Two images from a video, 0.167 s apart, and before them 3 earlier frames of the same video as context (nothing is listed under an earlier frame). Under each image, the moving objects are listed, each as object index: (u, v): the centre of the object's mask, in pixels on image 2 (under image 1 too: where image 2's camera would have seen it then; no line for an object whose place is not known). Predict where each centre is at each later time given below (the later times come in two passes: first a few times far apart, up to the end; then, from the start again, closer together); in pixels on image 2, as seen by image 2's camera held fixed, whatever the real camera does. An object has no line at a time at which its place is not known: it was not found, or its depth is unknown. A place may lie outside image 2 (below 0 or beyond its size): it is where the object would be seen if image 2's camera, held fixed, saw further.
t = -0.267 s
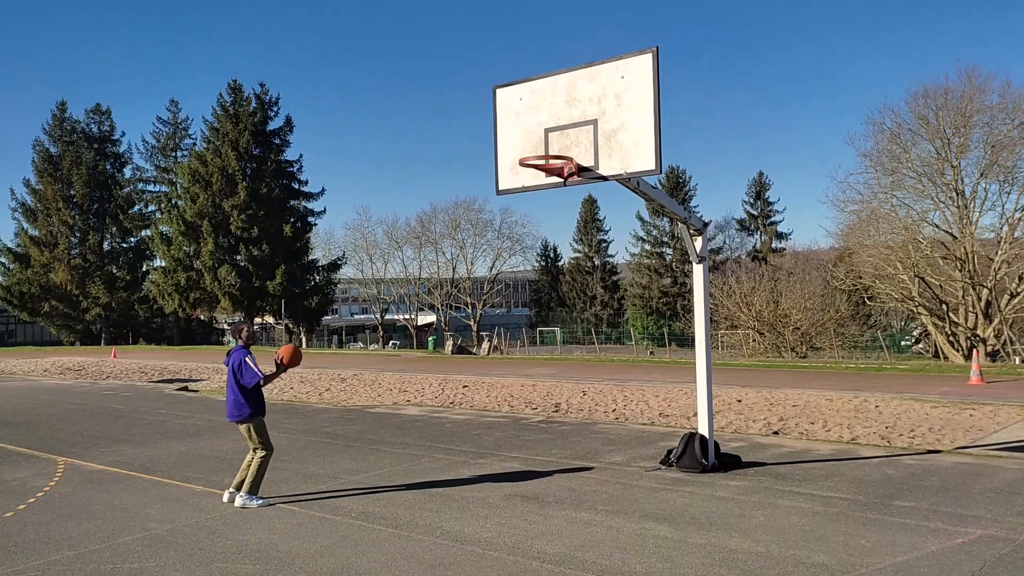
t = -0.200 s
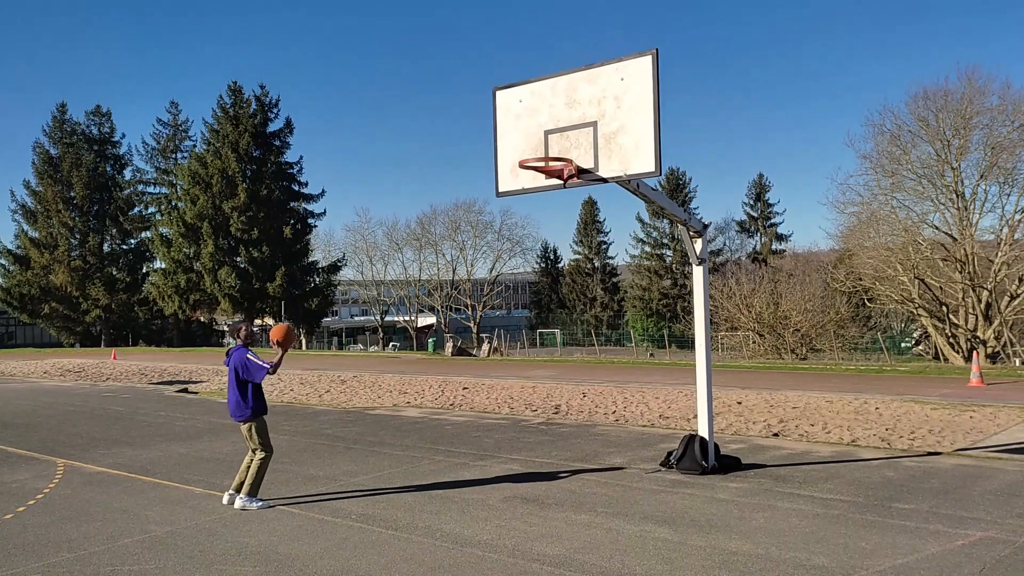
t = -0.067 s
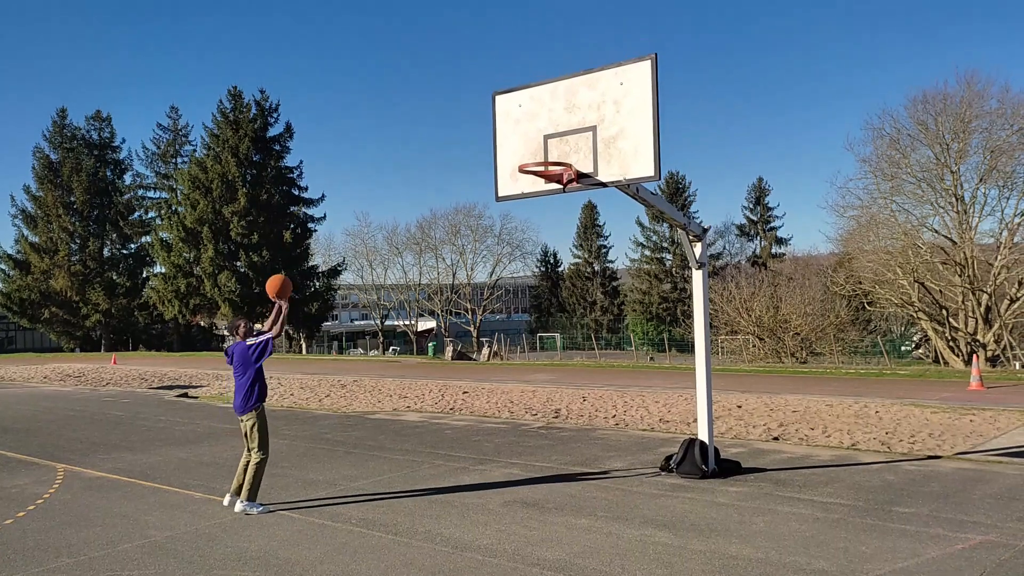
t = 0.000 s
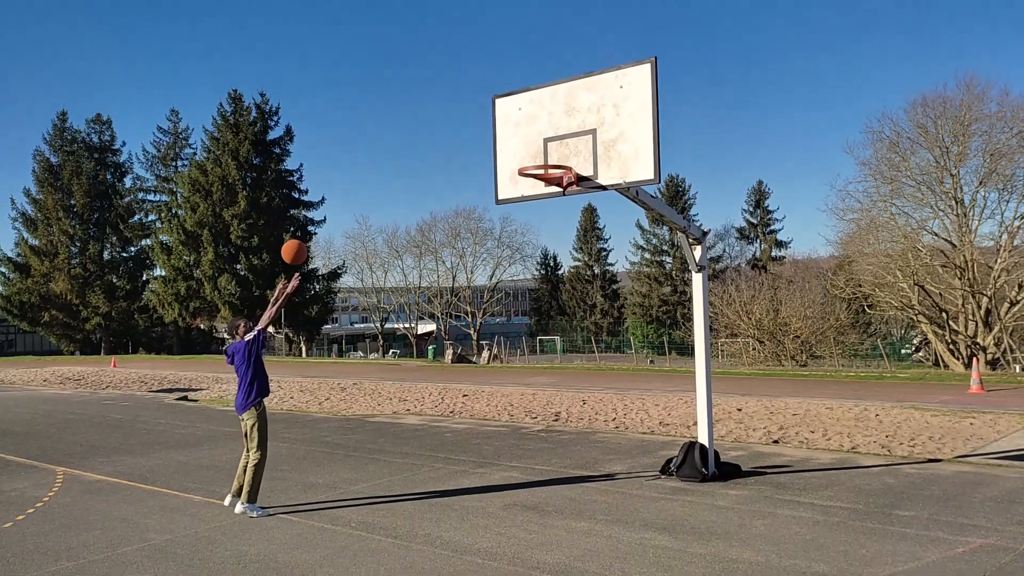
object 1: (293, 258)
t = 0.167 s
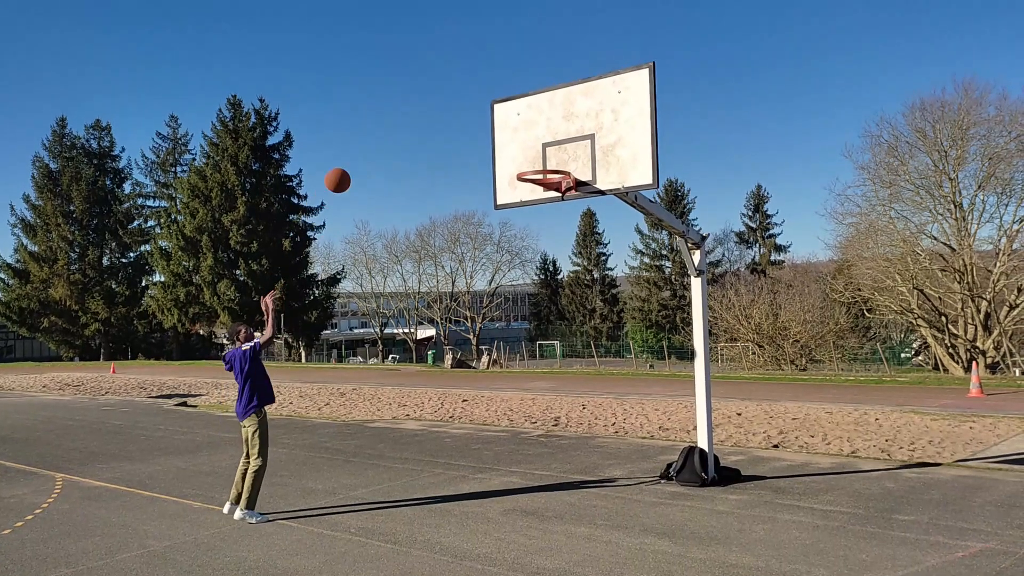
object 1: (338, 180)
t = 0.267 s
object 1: (364, 147)
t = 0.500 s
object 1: (428, 107)
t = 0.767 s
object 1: (503, 133)
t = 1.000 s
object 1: (550, 133)
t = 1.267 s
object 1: (587, 118)
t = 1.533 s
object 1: (619, 174)
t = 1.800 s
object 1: (644, 311)
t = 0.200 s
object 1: (346, 168)
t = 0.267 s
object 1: (364, 147)
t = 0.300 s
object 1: (373, 138)
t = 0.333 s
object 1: (382, 130)
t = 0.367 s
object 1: (392, 123)
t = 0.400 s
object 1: (400, 118)
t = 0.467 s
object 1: (419, 110)
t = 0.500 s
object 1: (428, 107)
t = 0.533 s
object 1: (437, 106)
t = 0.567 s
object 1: (447, 106)
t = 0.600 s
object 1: (456, 108)
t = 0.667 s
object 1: (475, 114)
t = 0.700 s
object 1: (484, 119)
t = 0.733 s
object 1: (493, 126)
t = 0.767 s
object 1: (503, 133)
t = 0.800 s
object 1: (513, 142)
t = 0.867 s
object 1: (533, 160)
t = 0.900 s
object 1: (538, 157)
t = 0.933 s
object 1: (542, 148)
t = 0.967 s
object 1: (546, 140)
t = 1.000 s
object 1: (550, 133)
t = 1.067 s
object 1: (559, 122)
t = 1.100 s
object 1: (564, 118)
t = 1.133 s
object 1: (568, 115)
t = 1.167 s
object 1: (573, 114)
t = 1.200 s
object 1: (578, 114)
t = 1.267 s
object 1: (587, 118)
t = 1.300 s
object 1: (592, 121)
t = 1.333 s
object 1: (597, 126)
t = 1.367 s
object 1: (601, 132)
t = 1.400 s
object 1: (606, 140)
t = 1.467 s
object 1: (612, 154)
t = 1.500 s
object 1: (616, 163)
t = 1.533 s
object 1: (619, 174)
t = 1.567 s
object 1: (623, 185)
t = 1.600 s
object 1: (626, 199)
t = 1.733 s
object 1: (639, 267)
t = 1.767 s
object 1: (640, 289)
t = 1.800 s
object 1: (644, 311)
